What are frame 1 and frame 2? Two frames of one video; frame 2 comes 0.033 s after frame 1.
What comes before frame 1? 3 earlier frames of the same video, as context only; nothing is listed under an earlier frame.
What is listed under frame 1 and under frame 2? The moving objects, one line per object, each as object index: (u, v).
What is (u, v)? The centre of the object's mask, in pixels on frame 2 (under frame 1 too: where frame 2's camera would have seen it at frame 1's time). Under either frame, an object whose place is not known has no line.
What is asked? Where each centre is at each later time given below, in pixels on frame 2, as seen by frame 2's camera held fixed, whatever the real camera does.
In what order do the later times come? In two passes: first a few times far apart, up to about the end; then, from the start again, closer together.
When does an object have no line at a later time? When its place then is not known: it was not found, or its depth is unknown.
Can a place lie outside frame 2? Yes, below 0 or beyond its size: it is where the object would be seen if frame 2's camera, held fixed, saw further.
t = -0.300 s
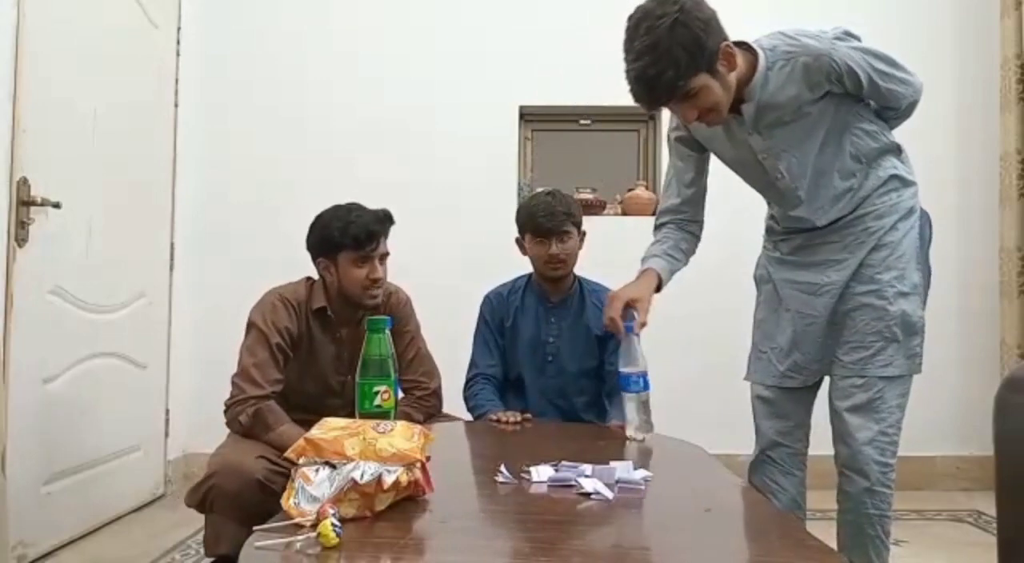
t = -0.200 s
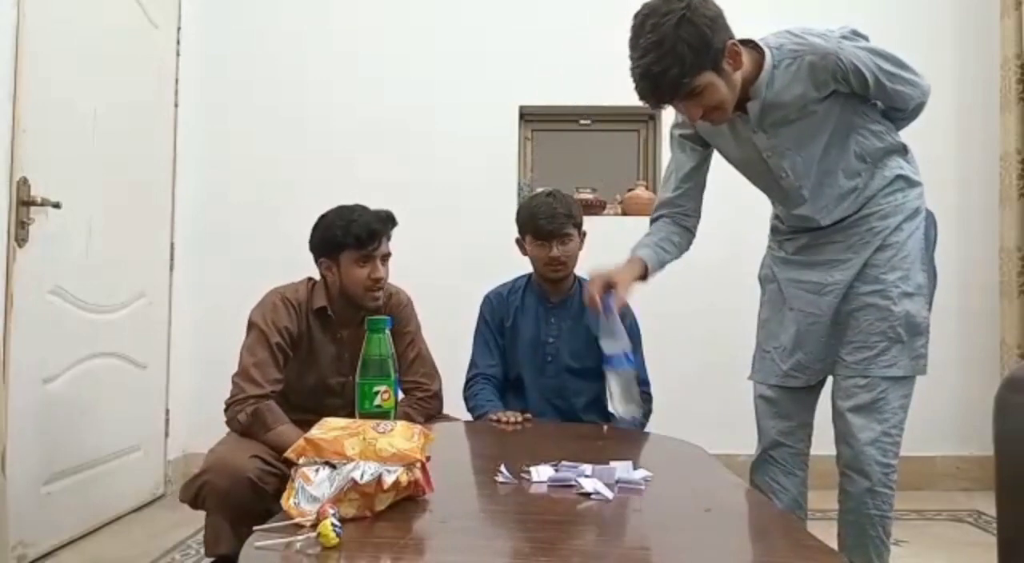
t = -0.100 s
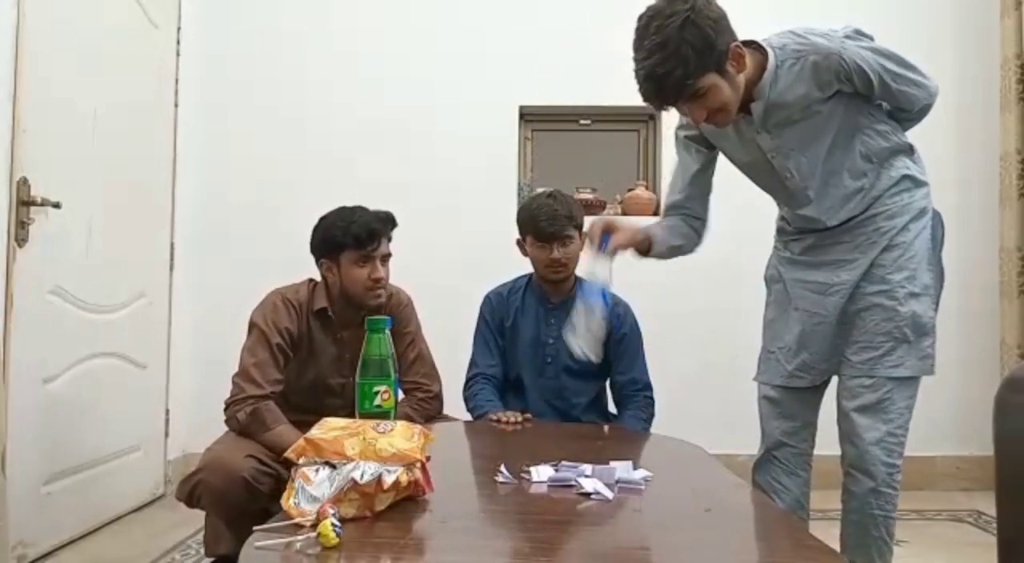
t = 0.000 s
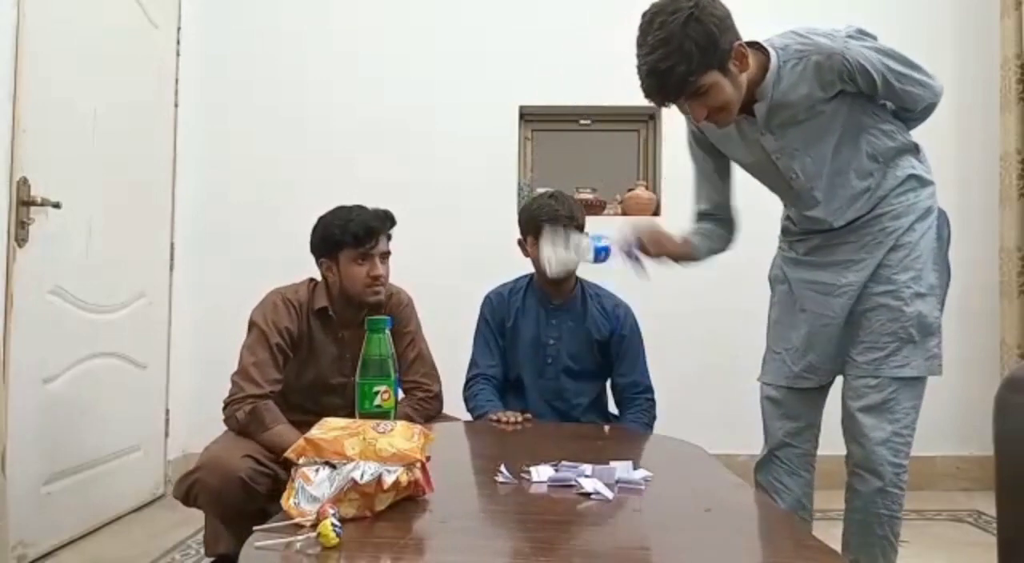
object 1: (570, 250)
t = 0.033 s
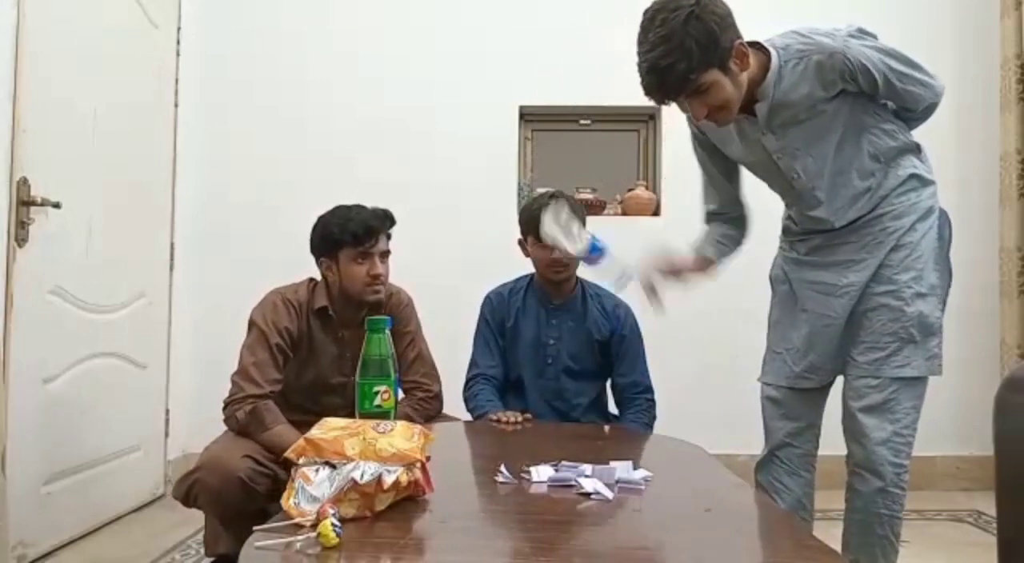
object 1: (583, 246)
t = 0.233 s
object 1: (550, 245)
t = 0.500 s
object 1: (566, 392)
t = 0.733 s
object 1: (577, 395)
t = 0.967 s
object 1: (577, 395)
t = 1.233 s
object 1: (577, 395)
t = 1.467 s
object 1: (577, 395)
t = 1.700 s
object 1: (577, 395)
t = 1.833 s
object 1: (577, 396)
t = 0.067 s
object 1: (569, 225)
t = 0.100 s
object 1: (564, 234)
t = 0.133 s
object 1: (556, 229)
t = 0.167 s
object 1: (552, 227)
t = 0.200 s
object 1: (552, 233)
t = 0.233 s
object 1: (550, 245)
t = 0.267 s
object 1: (553, 268)
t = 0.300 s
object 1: (556, 299)
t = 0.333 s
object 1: (556, 336)
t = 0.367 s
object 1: (557, 382)
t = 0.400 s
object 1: (557, 395)
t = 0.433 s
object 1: (560, 393)
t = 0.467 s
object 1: (563, 393)
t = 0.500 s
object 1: (566, 392)
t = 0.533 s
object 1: (570, 393)
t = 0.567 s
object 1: (573, 393)
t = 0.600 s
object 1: (576, 394)
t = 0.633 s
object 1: (577, 395)
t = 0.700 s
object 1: (578, 395)
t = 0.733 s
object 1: (577, 395)
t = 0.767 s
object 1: (576, 395)
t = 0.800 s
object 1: (576, 395)
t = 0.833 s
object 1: (577, 395)
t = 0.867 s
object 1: (577, 395)
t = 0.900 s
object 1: (577, 395)
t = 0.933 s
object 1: (577, 395)
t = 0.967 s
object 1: (577, 395)
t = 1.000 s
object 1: (577, 395)
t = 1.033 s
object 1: (577, 395)
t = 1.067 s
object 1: (577, 395)
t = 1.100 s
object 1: (577, 395)
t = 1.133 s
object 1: (577, 395)
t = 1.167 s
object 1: (577, 395)
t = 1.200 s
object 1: (577, 395)
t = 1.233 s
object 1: (577, 395)
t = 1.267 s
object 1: (577, 395)
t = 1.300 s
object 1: (577, 395)
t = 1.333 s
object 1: (577, 395)
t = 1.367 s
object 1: (577, 395)
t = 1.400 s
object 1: (577, 395)
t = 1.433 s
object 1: (577, 395)
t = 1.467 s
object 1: (577, 395)
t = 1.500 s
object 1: (577, 396)
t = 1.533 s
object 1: (577, 395)
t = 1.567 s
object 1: (577, 395)
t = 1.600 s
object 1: (577, 396)
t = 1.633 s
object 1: (577, 395)
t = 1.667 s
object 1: (577, 395)
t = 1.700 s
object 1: (577, 395)
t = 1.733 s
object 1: (577, 395)
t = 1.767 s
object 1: (577, 395)
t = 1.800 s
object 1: (577, 395)
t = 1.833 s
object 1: (577, 396)
